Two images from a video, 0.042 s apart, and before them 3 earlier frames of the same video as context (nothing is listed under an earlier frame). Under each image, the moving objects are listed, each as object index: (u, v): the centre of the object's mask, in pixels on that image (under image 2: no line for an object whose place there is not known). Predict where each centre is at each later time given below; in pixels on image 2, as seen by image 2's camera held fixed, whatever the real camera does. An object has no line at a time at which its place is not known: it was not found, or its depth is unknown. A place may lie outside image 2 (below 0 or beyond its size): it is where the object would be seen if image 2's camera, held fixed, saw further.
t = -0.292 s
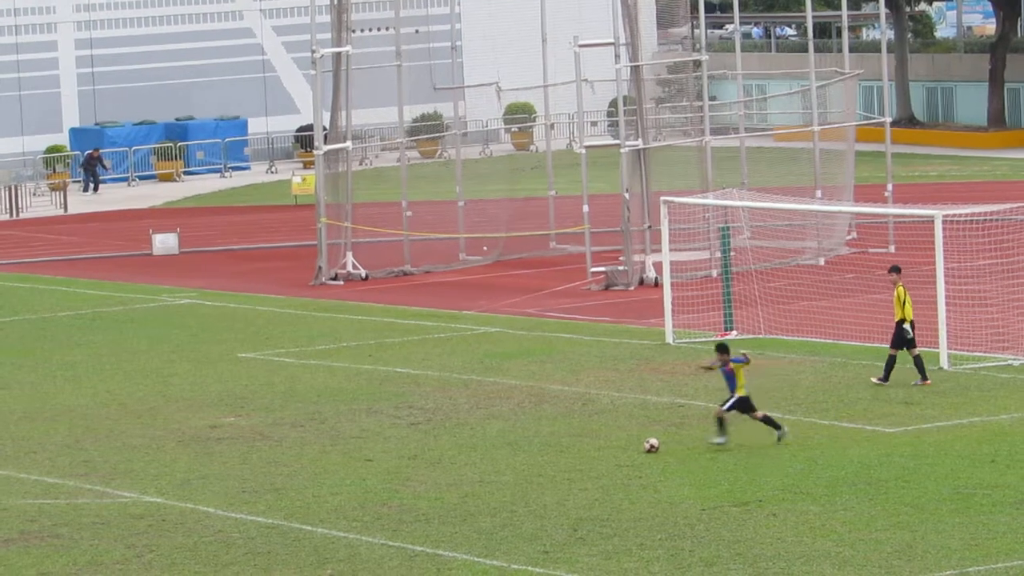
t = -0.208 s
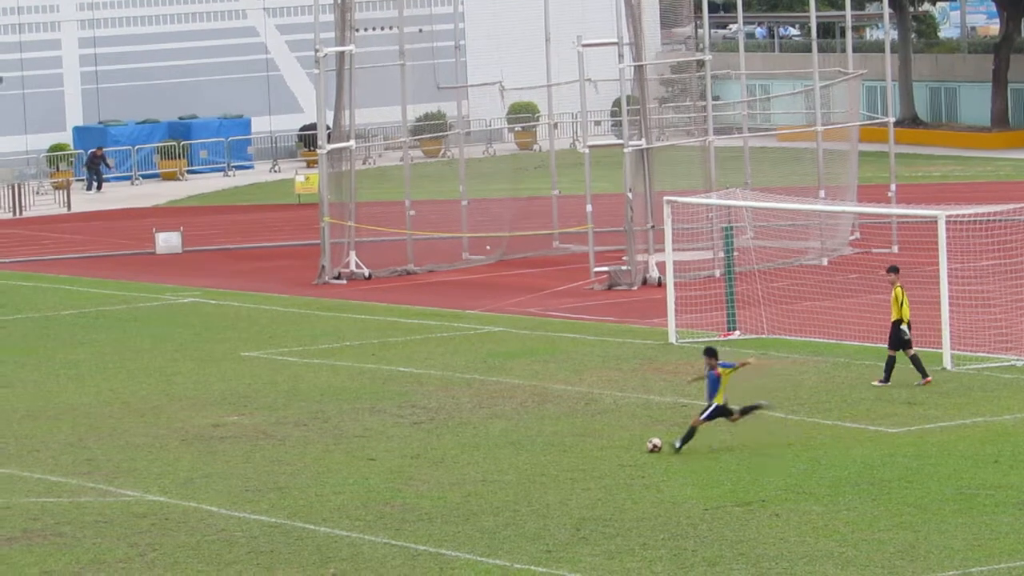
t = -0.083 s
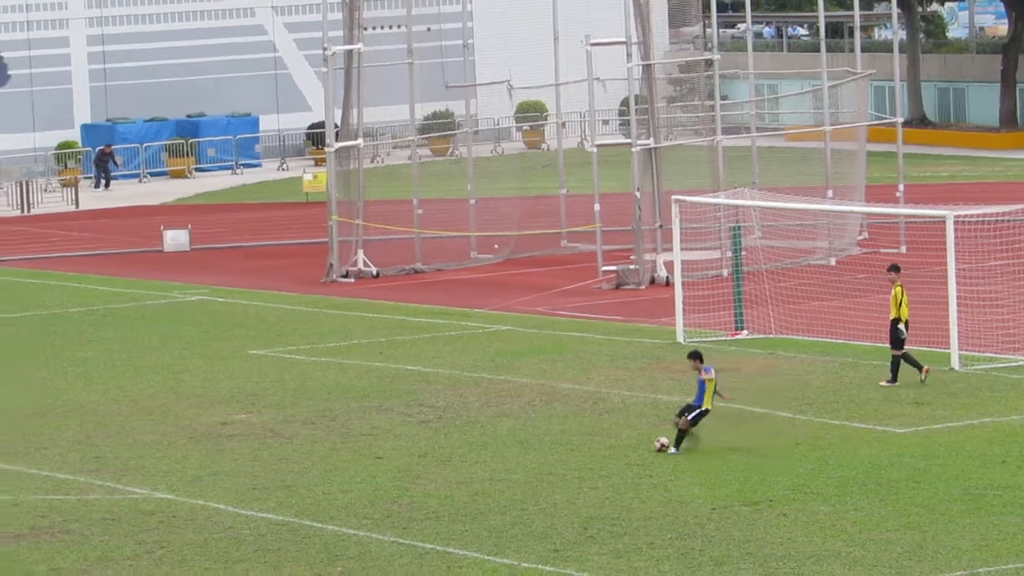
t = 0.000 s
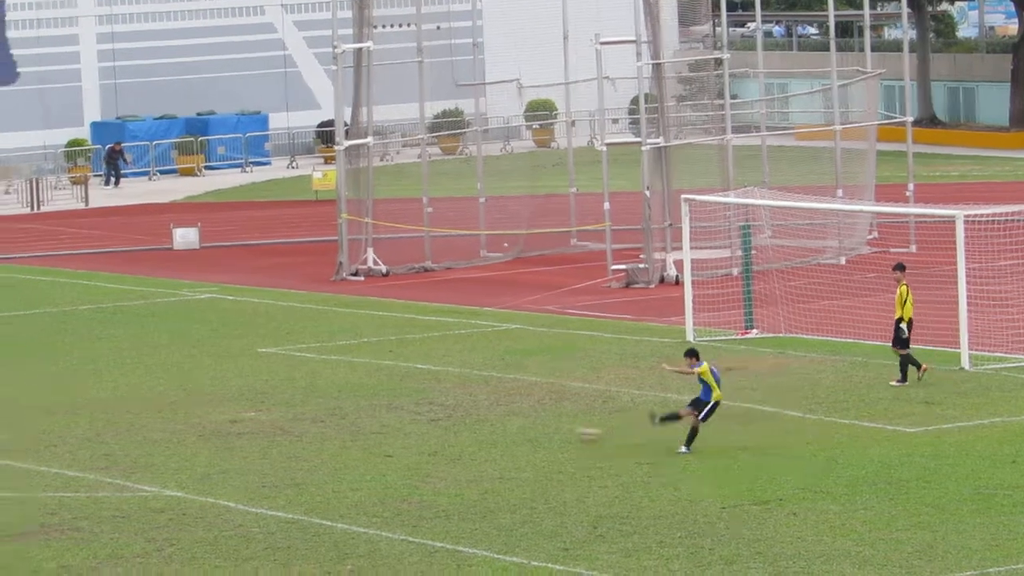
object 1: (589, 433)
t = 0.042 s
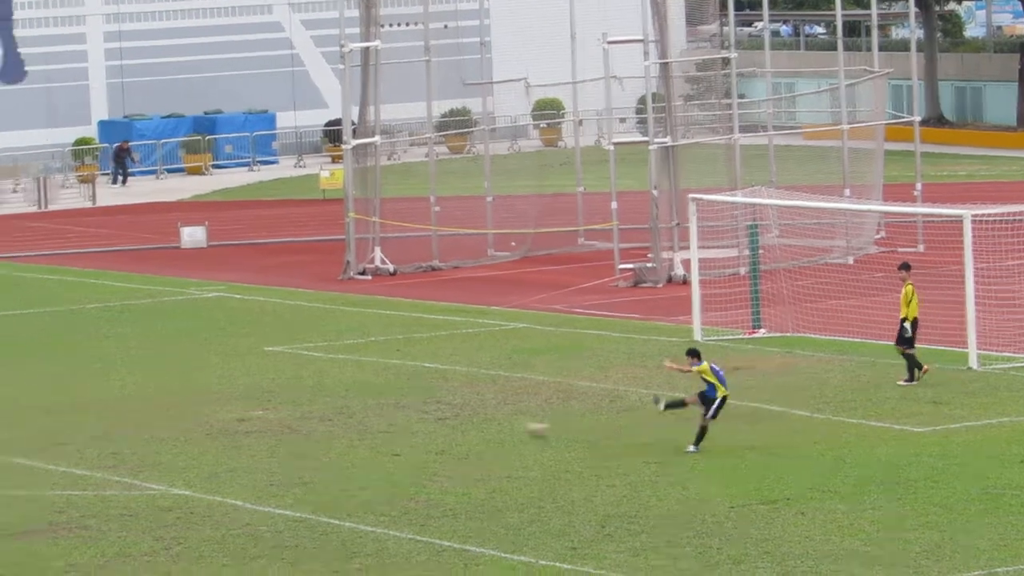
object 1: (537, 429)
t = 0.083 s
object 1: (481, 427)
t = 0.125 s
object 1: (426, 427)
